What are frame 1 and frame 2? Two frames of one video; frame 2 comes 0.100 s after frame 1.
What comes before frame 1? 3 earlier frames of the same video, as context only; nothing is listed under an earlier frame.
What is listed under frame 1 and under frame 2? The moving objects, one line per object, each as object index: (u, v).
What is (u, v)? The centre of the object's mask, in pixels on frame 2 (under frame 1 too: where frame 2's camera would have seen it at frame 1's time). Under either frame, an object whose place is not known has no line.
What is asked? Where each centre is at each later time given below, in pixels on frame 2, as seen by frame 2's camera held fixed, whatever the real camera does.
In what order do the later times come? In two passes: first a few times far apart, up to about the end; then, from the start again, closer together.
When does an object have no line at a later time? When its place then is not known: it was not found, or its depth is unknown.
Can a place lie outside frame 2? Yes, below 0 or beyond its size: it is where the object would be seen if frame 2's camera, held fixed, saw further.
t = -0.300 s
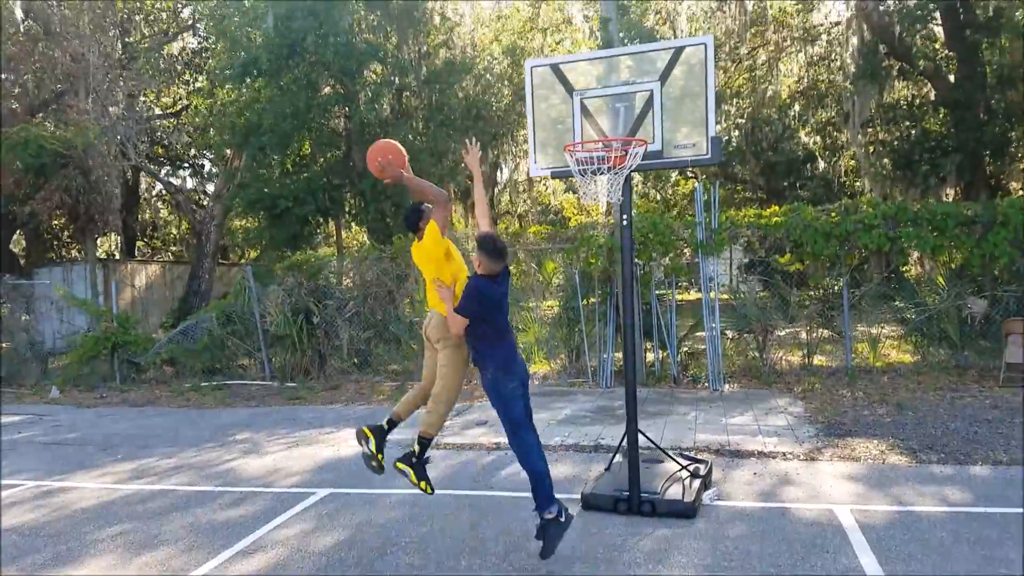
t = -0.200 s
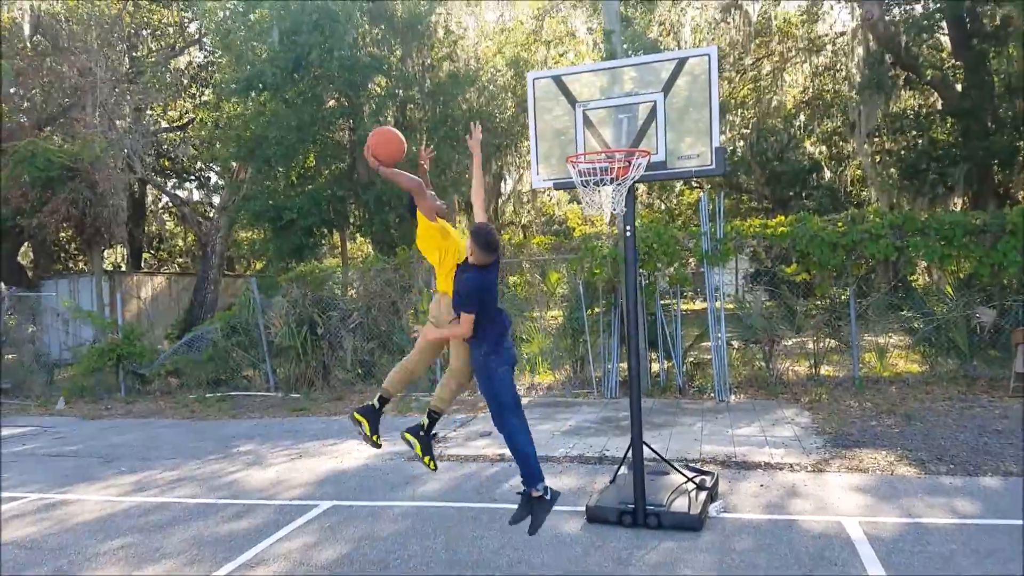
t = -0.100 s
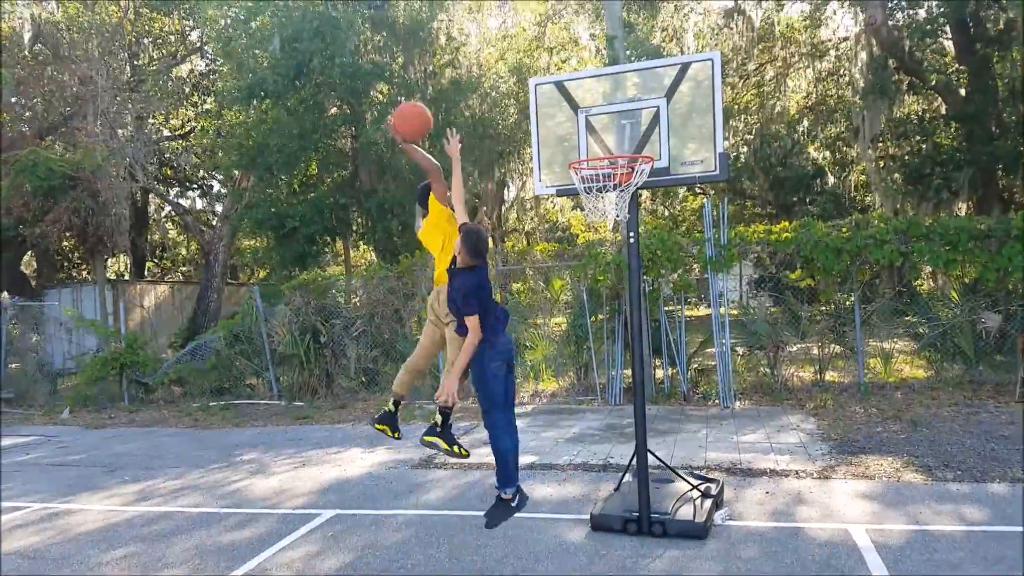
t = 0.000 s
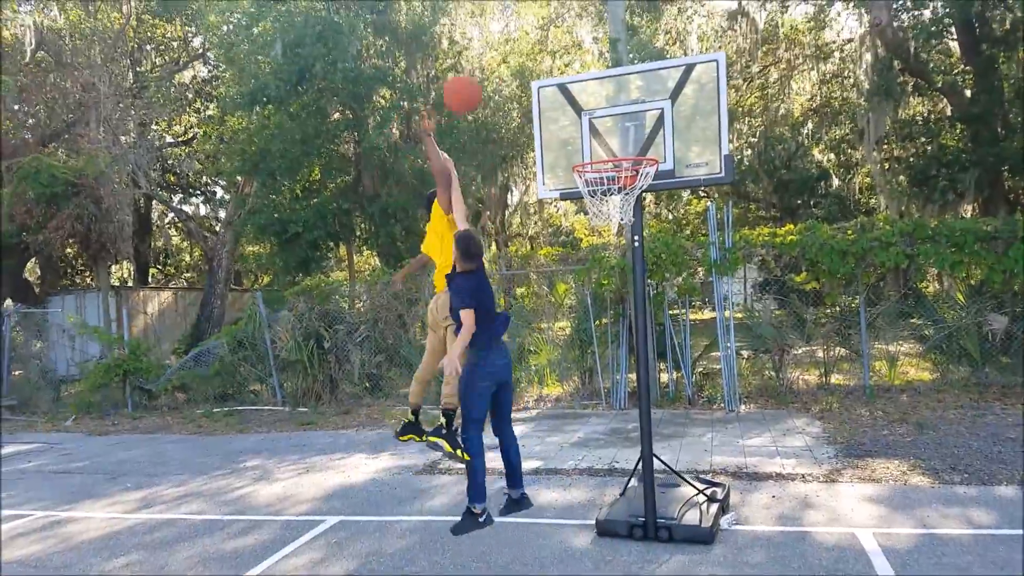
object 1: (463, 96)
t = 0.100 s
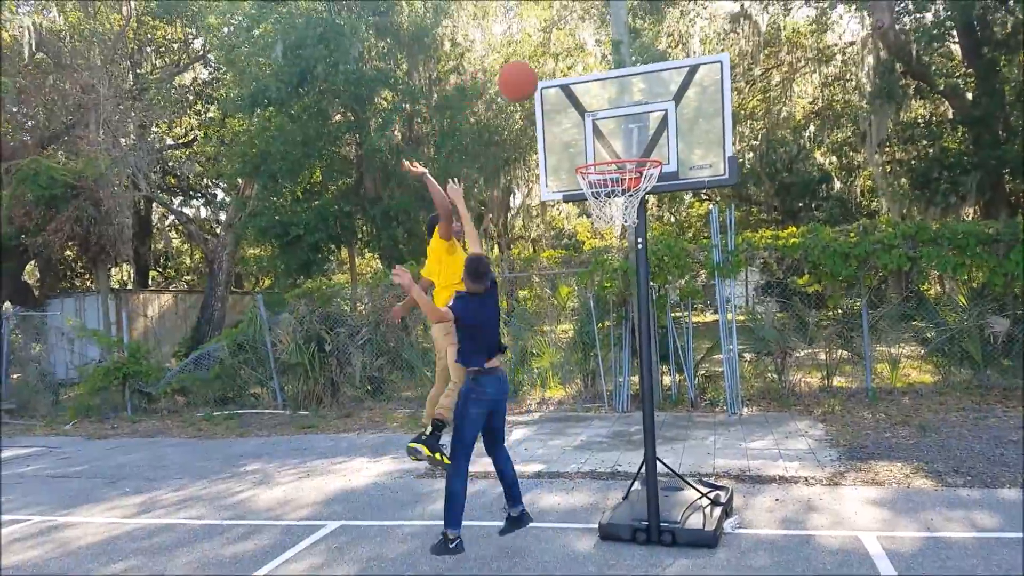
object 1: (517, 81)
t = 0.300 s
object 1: (632, 102)
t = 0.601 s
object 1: (776, 236)
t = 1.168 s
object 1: (931, 420)
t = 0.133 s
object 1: (536, 80)
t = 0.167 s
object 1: (555, 80)
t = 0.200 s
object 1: (574, 82)
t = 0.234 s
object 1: (596, 86)
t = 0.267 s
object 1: (614, 92)
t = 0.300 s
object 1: (632, 102)
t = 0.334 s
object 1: (651, 112)
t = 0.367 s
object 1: (670, 124)
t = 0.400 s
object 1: (692, 138)
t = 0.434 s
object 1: (712, 154)
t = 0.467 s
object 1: (729, 171)
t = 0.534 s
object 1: (754, 198)
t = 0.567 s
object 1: (766, 215)
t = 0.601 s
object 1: (776, 236)
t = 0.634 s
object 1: (788, 259)
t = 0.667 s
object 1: (802, 285)
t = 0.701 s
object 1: (814, 313)
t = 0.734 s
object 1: (827, 344)
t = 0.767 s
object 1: (841, 378)
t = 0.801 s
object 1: (853, 415)
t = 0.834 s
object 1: (864, 453)
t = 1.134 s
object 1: (927, 439)
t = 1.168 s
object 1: (931, 420)
